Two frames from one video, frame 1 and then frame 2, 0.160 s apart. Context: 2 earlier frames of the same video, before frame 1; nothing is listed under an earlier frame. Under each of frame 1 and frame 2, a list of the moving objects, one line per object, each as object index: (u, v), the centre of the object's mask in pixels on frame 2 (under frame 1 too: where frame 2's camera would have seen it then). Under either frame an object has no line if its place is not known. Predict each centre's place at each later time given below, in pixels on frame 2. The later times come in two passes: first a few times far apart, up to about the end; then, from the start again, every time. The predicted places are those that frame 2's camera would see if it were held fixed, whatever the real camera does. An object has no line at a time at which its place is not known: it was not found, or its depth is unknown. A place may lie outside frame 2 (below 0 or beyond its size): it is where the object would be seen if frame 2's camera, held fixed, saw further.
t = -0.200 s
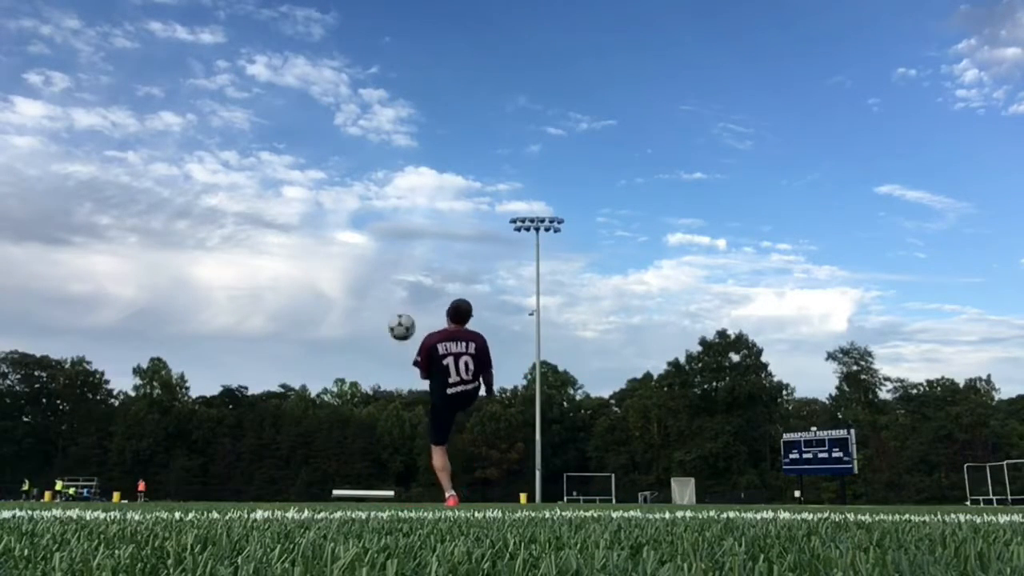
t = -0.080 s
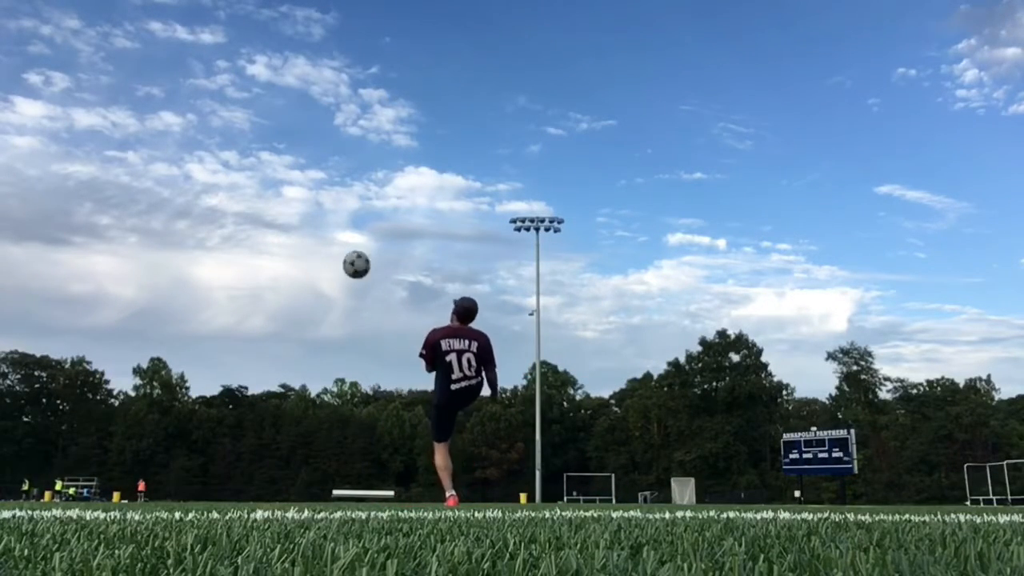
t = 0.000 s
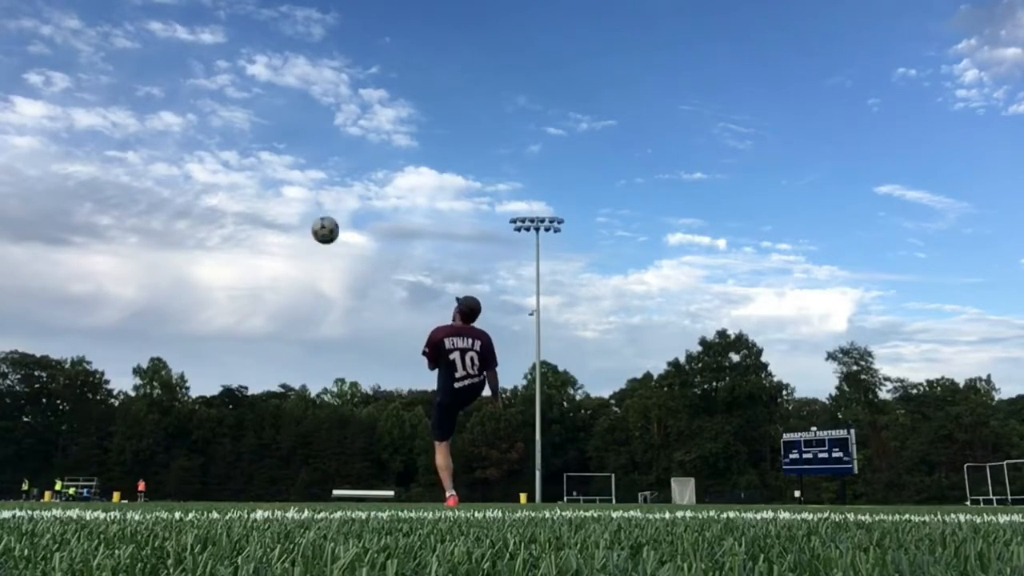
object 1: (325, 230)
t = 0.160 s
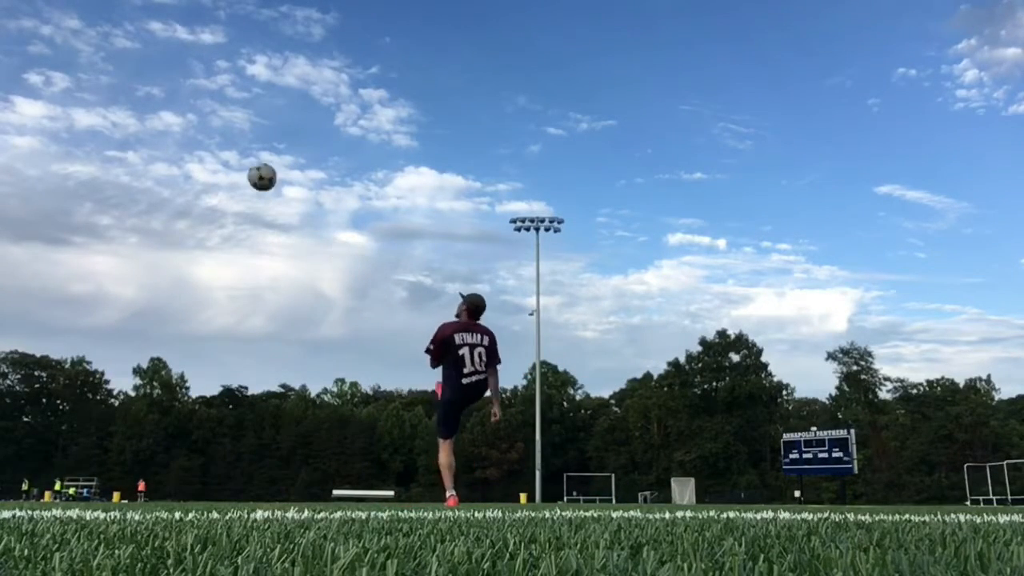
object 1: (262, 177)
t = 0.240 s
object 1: (230, 158)
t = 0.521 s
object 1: (107, 133)
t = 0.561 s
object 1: (88, 135)
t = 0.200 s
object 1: (246, 166)
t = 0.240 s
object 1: (230, 158)
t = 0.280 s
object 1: (212, 150)
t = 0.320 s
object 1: (196, 145)
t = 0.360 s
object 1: (179, 140)
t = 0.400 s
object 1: (161, 135)
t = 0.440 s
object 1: (143, 133)
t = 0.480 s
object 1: (125, 133)
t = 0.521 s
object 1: (107, 133)
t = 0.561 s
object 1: (88, 135)
